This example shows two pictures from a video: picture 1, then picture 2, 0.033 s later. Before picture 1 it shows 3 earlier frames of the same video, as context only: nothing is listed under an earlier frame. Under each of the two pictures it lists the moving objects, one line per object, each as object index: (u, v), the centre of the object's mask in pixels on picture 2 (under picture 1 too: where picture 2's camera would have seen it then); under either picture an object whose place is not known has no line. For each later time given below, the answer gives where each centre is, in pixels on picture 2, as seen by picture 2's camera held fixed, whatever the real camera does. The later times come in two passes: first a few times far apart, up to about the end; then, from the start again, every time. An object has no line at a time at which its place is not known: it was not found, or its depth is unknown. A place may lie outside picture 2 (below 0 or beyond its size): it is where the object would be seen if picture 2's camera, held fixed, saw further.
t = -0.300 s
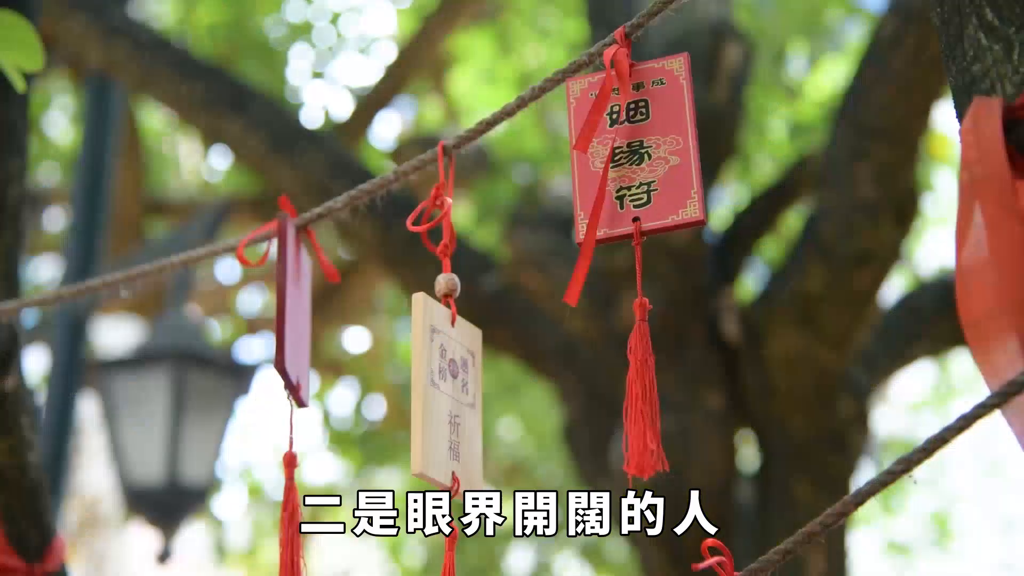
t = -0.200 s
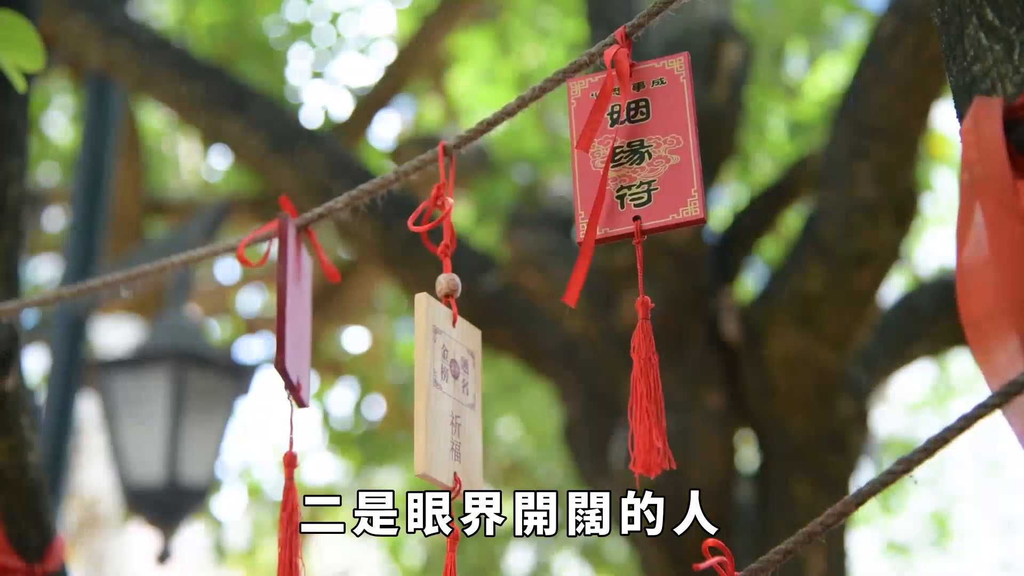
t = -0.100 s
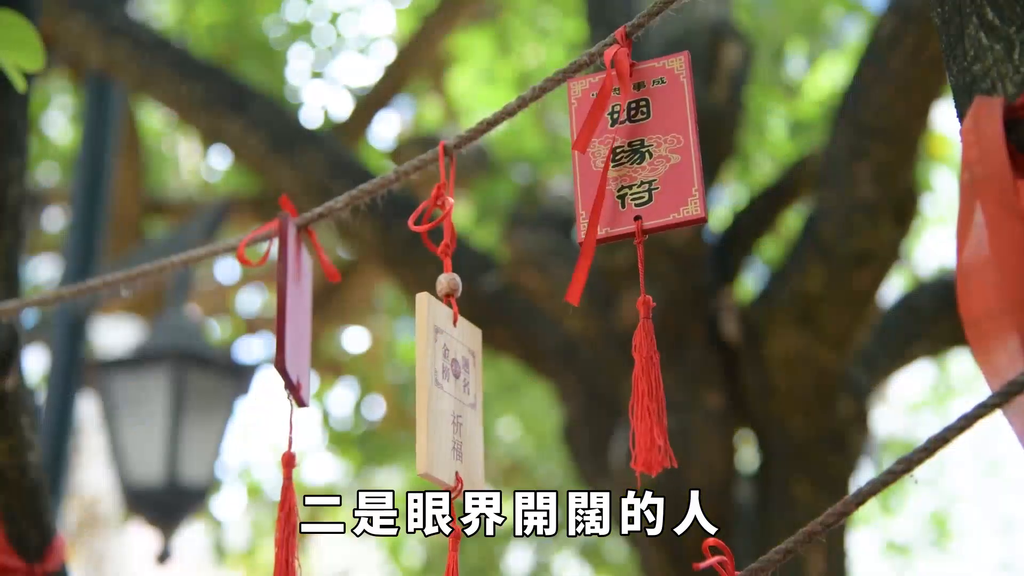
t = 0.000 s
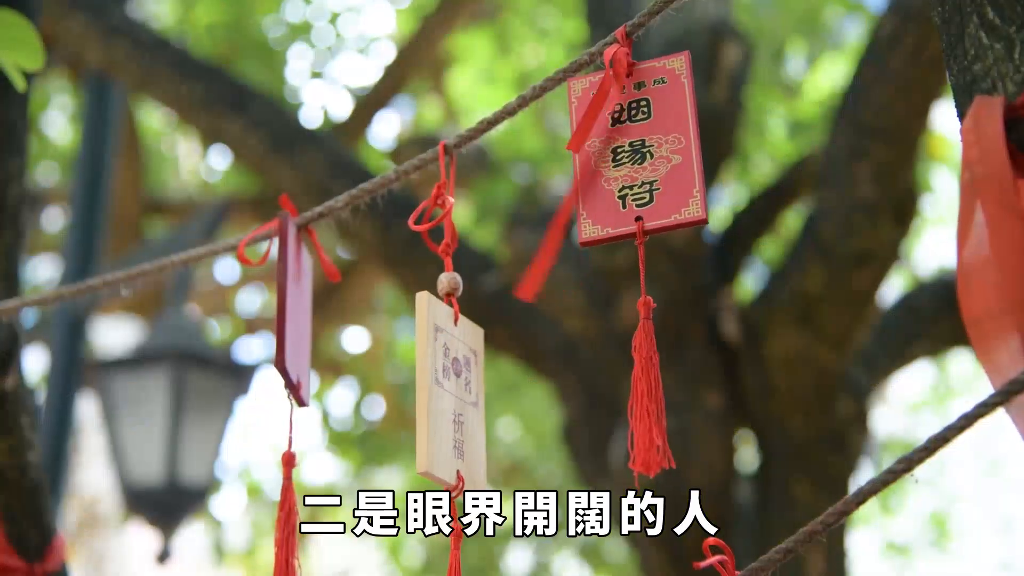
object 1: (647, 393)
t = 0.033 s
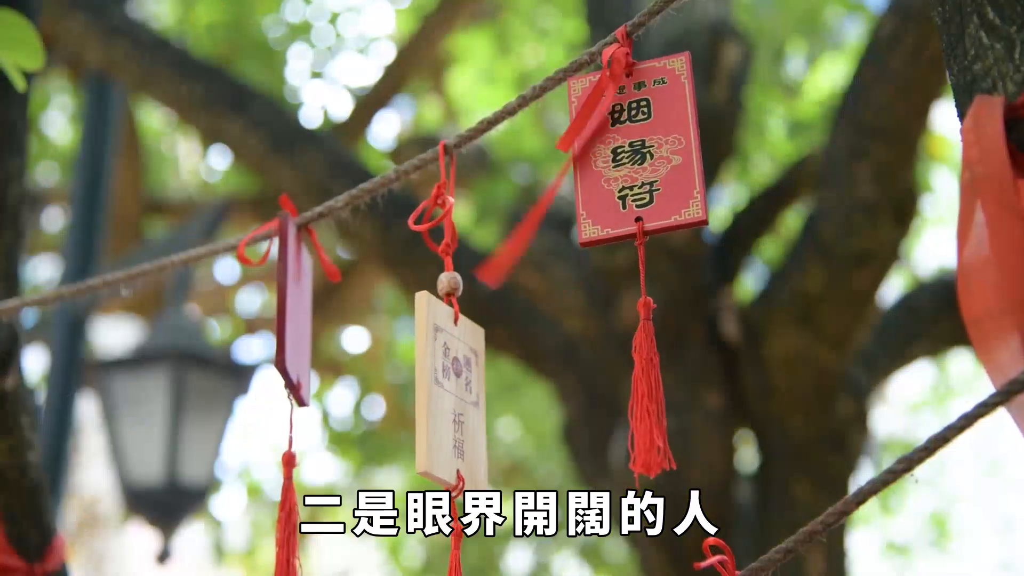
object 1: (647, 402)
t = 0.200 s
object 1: (647, 407)
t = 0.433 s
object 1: (632, 396)
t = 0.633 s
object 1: (648, 394)
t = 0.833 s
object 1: (644, 398)
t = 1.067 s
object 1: (648, 391)
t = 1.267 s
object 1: (651, 402)
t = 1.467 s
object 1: (639, 398)
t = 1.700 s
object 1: (654, 391)
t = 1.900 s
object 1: (646, 393)
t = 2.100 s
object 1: (643, 398)
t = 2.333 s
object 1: (653, 394)
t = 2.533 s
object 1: (639, 393)
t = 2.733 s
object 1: (650, 387)
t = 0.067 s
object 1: (648, 403)
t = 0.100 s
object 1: (648, 404)
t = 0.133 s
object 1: (648, 398)
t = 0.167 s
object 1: (648, 407)
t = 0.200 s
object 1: (647, 407)
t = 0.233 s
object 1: (645, 406)
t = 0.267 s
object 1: (643, 398)
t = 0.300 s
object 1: (641, 397)
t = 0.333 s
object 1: (638, 396)
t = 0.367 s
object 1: (635, 394)
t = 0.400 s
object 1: (633, 391)
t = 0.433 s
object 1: (632, 396)
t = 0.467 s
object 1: (632, 394)
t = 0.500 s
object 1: (634, 386)
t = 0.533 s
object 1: (637, 395)
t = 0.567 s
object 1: (641, 390)
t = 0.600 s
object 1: (645, 400)
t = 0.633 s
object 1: (648, 394)
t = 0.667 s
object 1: (650, 396)
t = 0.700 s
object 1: (651, 397)
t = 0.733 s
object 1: (650, 398)
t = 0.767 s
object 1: (649, 398)
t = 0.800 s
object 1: (646, 398)
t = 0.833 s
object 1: (644, 398)
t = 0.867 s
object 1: (642, 397)
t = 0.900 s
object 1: (641, 403)
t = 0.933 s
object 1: (640, 402)
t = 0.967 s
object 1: (640, 400)
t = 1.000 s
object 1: (642, 392)
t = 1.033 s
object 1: (645, 391)
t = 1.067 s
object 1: (648, 391)
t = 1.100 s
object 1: (651, 391)
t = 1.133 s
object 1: (653, 391)
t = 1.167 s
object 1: (654, 392)
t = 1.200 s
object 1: (654, 393)
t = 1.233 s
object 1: (654, 401)
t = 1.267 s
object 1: (651, 402)
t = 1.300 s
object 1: (649, 395)
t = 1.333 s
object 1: (646, 394)
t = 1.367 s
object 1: (643, 401)
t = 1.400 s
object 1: (641, 400)
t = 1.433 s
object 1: (639, 399)
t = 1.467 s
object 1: (639, 398)
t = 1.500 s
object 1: (639, 389)
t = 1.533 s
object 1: (641, 396)
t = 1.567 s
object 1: (643, 388)
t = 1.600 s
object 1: (647, 396)
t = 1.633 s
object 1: (650, 389)
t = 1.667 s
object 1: (653, 397)
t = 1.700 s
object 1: (654, 391)
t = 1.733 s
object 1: (656, 399)
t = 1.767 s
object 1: (656, 399)
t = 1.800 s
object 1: (654, 393)
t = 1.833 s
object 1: (652, 394)
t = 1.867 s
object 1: (649, 401)
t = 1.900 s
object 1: (646, 393)
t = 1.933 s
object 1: (643, 393)
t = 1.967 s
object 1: (641, 392)
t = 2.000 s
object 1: (640, 399)
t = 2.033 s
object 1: (640, 391)
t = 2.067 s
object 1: (641, 398)
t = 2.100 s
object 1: (643, 398)
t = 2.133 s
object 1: (645, 389)
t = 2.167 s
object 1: (648, 397)
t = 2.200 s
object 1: (650, 389)
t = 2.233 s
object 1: (653, 397)
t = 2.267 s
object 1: (653, 391)
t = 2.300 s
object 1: (654, 393)
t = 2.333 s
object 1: (653, 394)
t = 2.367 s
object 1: (652, 402)
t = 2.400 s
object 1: (649, 395)
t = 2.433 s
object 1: (647, 403)
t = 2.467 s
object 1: (643, 392)
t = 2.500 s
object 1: (641, 402)
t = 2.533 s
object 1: (639, 393)
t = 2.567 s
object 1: (637, 399)
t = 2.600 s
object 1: (637, 397)
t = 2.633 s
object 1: (639, 388)
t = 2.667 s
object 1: (642, 395)
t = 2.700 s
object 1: (646, 395)
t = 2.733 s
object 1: (650, 387)
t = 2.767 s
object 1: (655, 396)
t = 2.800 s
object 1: (657, 389)
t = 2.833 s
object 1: (658, 389)
